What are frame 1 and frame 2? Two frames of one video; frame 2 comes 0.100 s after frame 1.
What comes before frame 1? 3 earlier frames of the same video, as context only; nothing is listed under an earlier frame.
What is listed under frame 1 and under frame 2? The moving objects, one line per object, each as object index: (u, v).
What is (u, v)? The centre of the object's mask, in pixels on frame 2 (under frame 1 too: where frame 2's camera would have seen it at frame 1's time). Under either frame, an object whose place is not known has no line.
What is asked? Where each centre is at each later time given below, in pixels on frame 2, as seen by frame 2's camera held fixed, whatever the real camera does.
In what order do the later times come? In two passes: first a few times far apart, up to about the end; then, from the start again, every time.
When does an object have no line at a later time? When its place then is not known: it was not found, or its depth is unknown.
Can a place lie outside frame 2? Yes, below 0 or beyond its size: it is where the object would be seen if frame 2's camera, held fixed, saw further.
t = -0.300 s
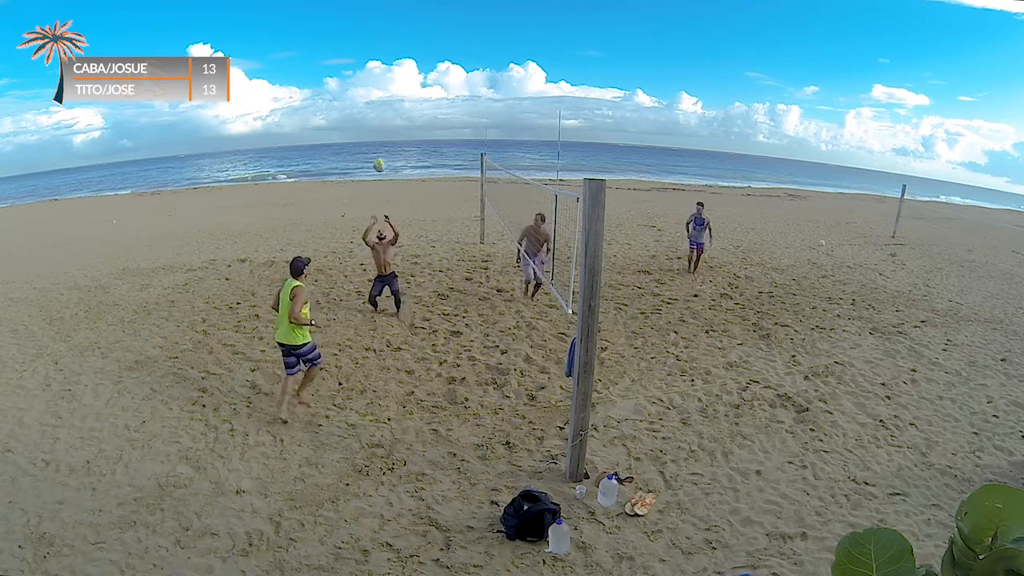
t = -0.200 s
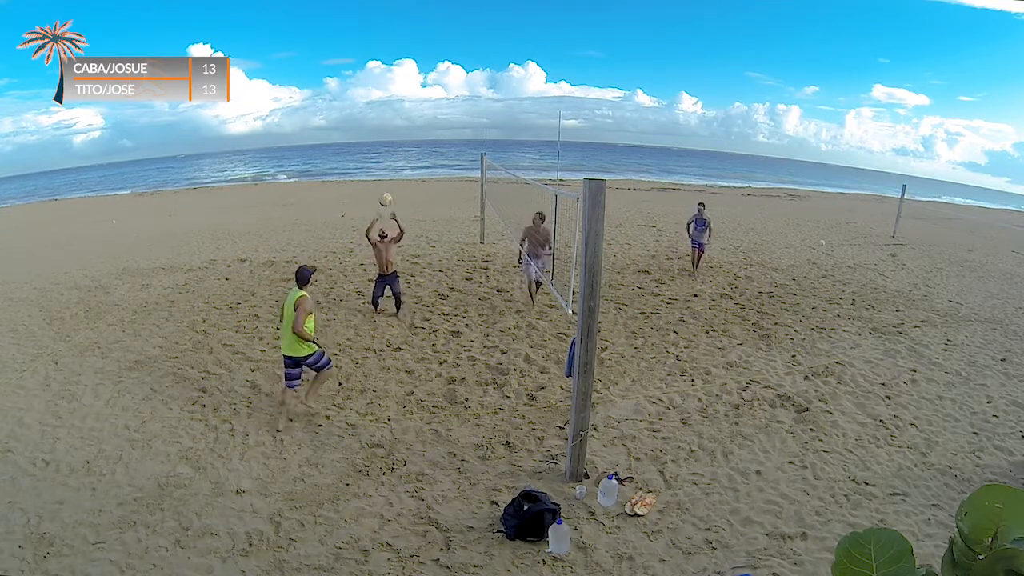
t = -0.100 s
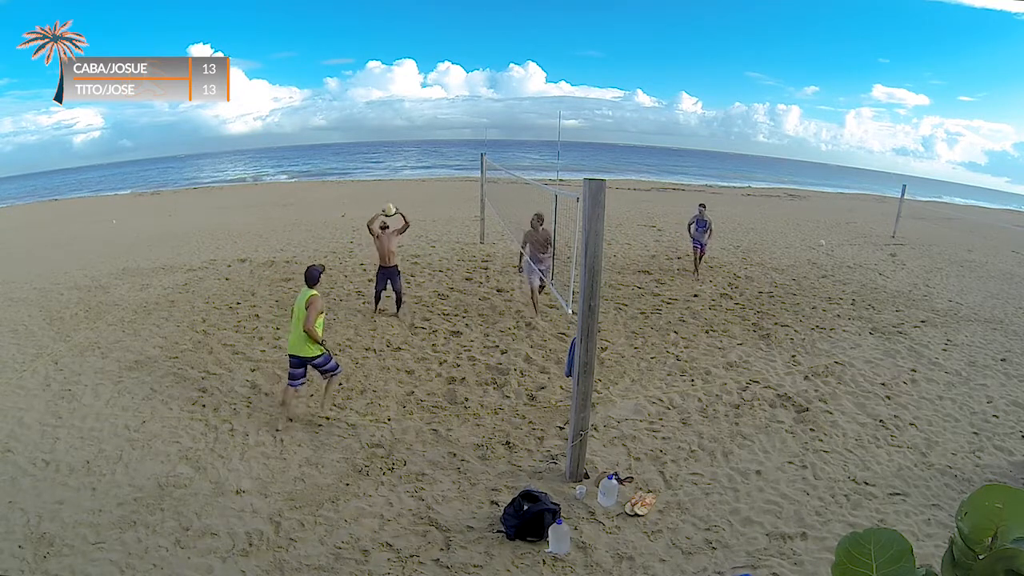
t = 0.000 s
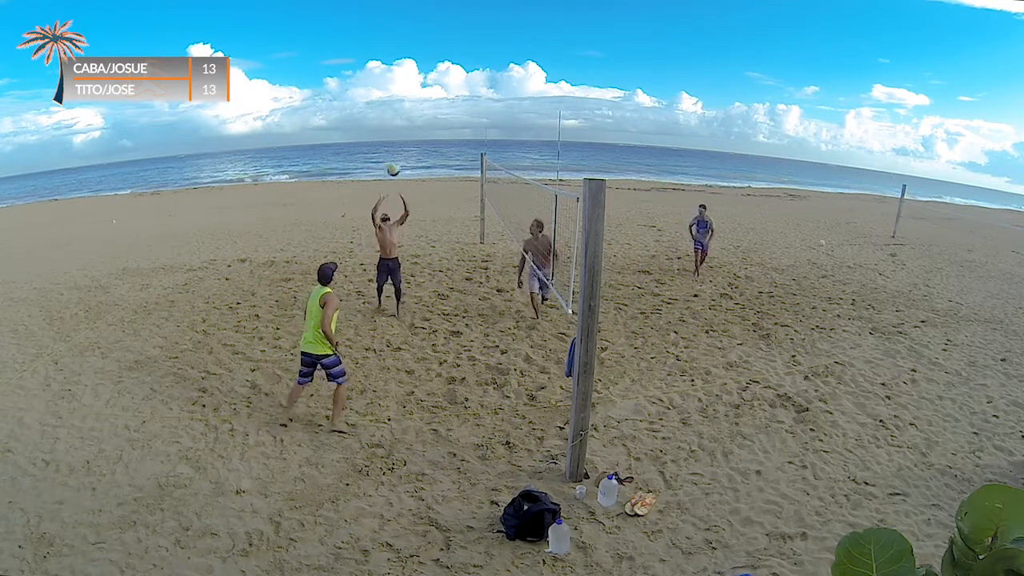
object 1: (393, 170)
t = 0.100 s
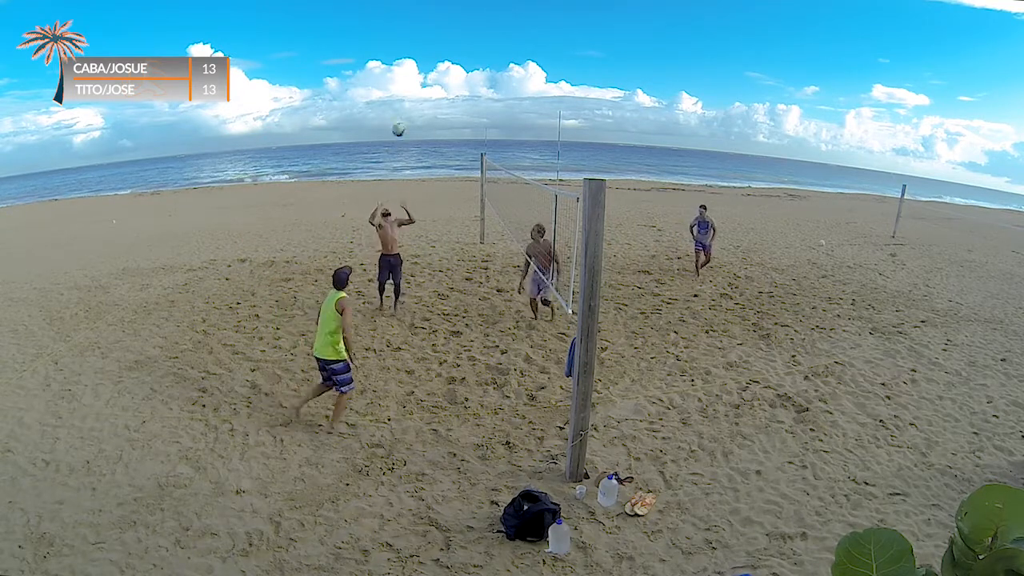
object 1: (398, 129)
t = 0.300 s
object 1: (413, 66)
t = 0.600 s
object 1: (435, 16)
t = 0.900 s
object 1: (461, 25)
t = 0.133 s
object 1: (400, 117)
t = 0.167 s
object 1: (403, 106)
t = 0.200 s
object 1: (405, 95)
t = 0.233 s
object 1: (408, 85)
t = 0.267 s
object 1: (410, 75)
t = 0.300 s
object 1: (413, 66)
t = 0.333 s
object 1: (415, 58)
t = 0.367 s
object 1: (417, 50)
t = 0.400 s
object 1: (420, 43)
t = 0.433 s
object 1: (423, 37)
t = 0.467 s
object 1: (425, 31)
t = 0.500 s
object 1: (428, 26)
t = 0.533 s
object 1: (430, 22)
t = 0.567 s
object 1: (433, 19)
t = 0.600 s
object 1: (435, 16)
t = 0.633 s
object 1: (438, 14)
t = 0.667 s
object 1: (441, 13)
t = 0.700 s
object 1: (443, 12)
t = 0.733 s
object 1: (446, 12)
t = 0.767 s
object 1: (449, 13)
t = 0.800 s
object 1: (452, 14)
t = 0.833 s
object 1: (455, 17)
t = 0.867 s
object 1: (458, 20)
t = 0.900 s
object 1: (461, 25)
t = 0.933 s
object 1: (463, 30)
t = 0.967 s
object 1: (467, 36)
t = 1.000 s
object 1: (469, 43)
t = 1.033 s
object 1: (472, 51)
